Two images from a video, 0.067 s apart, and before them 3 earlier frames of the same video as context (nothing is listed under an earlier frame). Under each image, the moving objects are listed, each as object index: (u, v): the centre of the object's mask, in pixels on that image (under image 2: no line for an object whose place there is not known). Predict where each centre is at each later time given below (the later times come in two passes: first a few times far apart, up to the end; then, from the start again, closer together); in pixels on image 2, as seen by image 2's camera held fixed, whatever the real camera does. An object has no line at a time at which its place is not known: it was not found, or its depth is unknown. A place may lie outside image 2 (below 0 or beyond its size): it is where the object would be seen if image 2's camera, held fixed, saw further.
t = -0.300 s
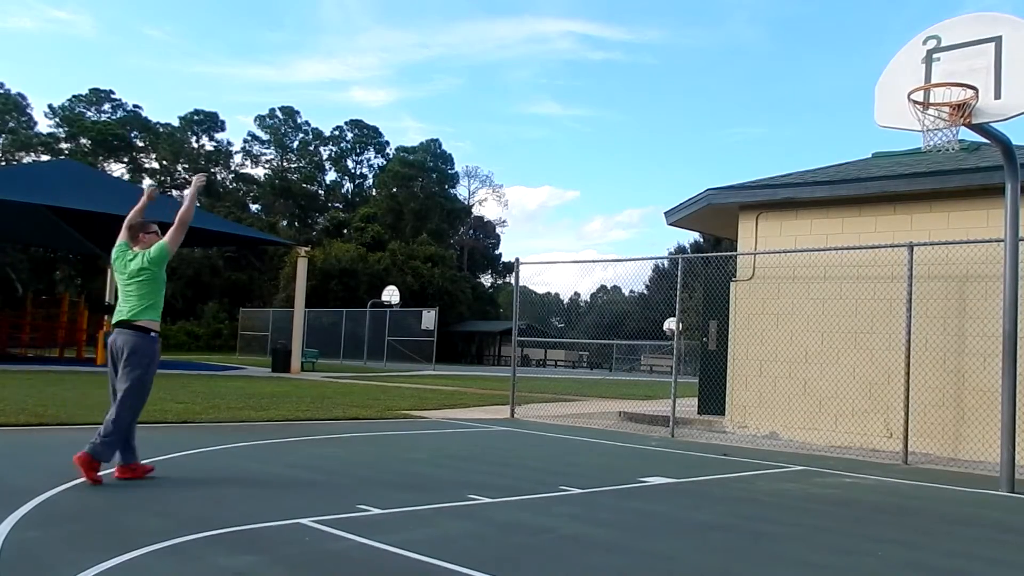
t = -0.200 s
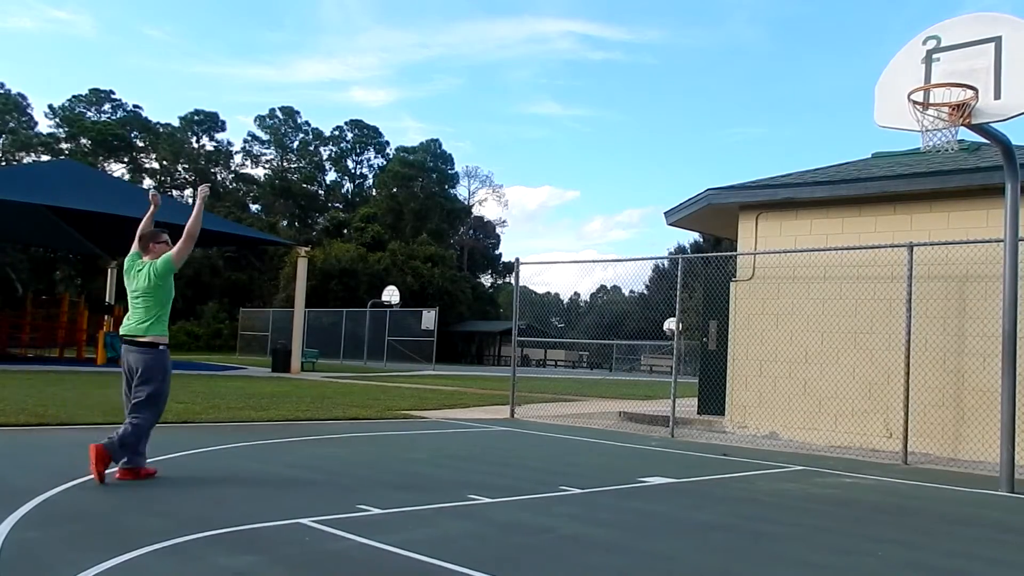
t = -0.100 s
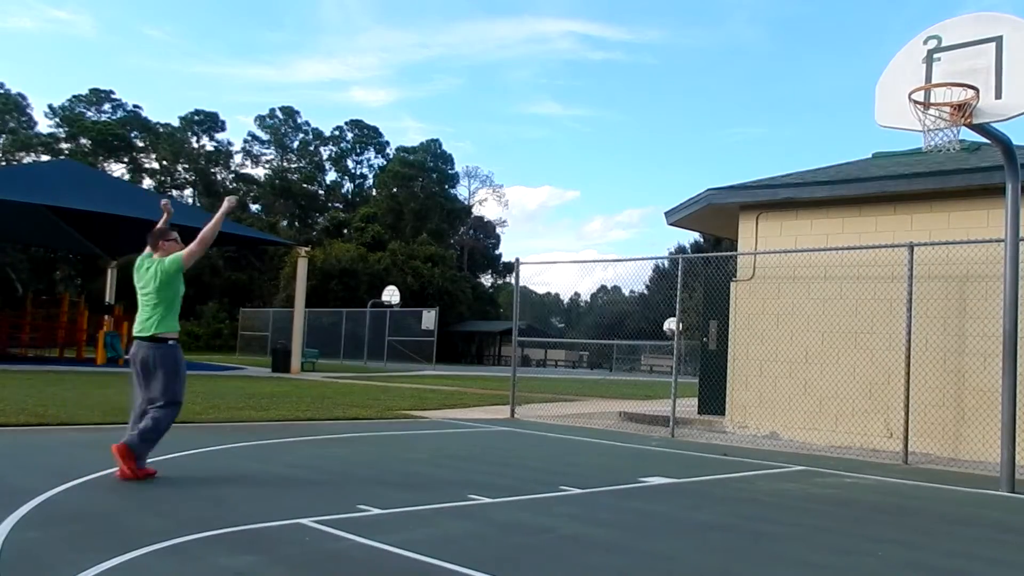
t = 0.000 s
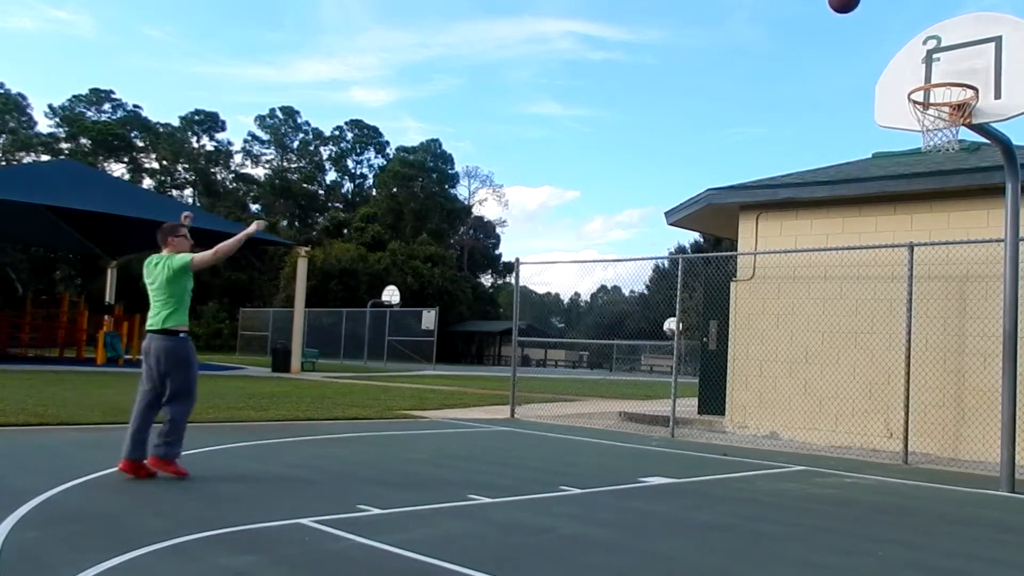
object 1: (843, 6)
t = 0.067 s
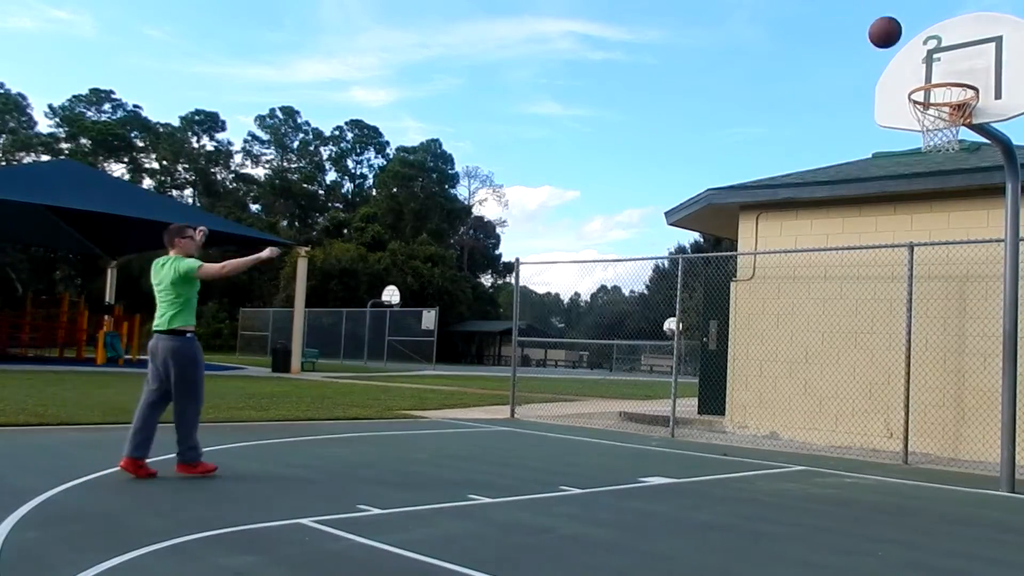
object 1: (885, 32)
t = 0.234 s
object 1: (953, 108)
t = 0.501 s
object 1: (924, 144)
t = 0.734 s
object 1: (923, 215)
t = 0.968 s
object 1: (917, 357)
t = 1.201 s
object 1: (914, 435)
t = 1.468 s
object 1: (917, 318)
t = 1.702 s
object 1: (916, 285)
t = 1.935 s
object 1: (913, 314)
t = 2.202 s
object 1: (906, 421)
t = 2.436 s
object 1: (903, 414)
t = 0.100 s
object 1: (905, 51)
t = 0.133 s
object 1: (925, 71)
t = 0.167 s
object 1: (944, 96)
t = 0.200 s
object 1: (950, 103)
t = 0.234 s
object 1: (953, 108)
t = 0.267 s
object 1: (950, 102)
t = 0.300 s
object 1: (945, 97)
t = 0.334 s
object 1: (943, 99)
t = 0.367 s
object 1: (940, 103)
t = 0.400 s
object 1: (935, 107)
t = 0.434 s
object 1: (929, 108)
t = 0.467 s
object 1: (923, 132)
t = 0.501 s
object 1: (924, 144)
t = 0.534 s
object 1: (927, 149)
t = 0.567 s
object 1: (926, 154)
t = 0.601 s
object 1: (926, 161)
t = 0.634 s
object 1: (926, 173)
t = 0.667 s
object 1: (924, 185)
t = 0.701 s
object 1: (924, 199)
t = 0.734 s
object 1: (923, 215)
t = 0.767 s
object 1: (923, 232)
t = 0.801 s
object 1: (922, 250)
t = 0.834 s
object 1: (921, 269)
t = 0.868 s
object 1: (920, 289)
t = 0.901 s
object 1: (919, 311)
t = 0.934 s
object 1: (918, 334)
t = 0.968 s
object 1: (917, 357)
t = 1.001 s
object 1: (917, 383)
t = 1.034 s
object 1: (916, 409)
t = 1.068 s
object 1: (915, 437)
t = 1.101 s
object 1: (914, 466)
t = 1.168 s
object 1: (914, 456)
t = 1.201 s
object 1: (914, 435)
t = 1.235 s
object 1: (915, 415)
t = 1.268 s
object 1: (915, 397)
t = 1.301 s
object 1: (916, 380)
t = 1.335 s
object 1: (916, 365)
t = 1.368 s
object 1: (917, 351)
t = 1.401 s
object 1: (917, 339)
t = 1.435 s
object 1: (917, 328)
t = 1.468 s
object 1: (917, 318)
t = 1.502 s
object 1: (917, 309)
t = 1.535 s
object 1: (917, 302)
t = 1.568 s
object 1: (917, 296)
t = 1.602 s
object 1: (917, 292)
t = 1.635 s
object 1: (916, 288)
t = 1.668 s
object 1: (916, 286)
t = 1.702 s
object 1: (916, 285)
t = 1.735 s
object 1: (916, 286)
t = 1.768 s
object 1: (915, 287)
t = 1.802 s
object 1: (915, 290)
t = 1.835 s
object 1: (915, 294)
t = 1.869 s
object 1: (914, 299)
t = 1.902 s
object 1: (914, 306)
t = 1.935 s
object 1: (913, 314)
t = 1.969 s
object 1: (912, 323)
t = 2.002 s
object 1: (912, 333)
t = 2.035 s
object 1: (911, 345)
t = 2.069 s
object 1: (910, 357)
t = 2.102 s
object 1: (909, 371)
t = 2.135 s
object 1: (909, 387)
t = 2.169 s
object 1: (908, 403)
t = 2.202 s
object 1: (906, 421)
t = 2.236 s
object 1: (906, 439)
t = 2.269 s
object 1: (904, 459)
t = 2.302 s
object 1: (904, 472)
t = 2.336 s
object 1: (904, 455)
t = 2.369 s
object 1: (904, 440)
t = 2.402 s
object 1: (903, 426)
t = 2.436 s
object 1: (903, 414)
